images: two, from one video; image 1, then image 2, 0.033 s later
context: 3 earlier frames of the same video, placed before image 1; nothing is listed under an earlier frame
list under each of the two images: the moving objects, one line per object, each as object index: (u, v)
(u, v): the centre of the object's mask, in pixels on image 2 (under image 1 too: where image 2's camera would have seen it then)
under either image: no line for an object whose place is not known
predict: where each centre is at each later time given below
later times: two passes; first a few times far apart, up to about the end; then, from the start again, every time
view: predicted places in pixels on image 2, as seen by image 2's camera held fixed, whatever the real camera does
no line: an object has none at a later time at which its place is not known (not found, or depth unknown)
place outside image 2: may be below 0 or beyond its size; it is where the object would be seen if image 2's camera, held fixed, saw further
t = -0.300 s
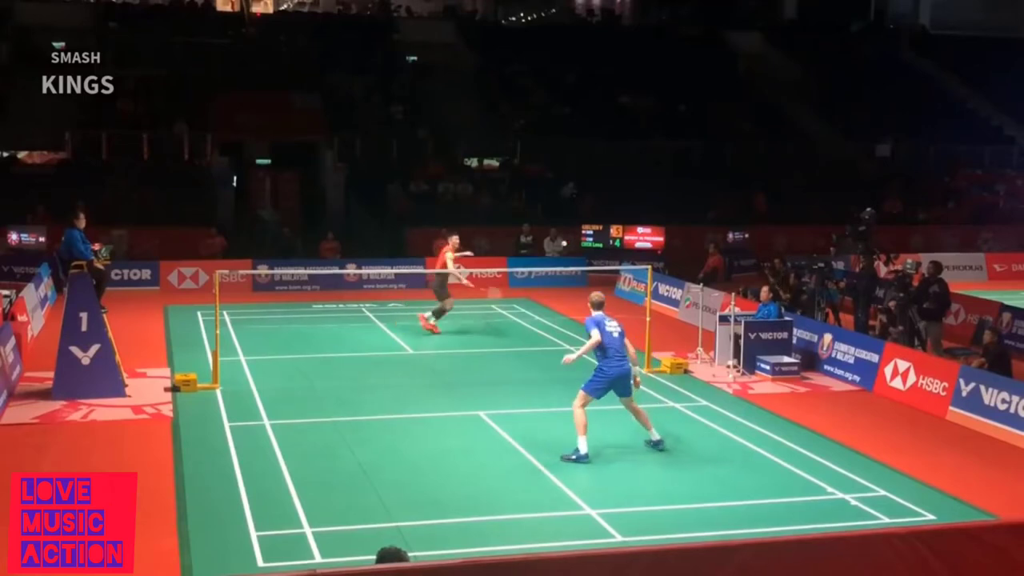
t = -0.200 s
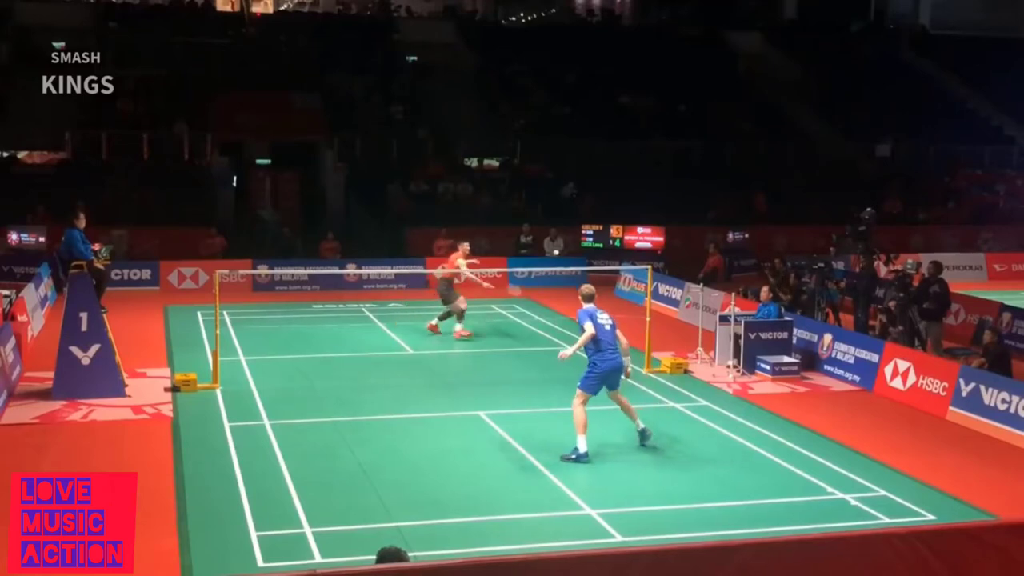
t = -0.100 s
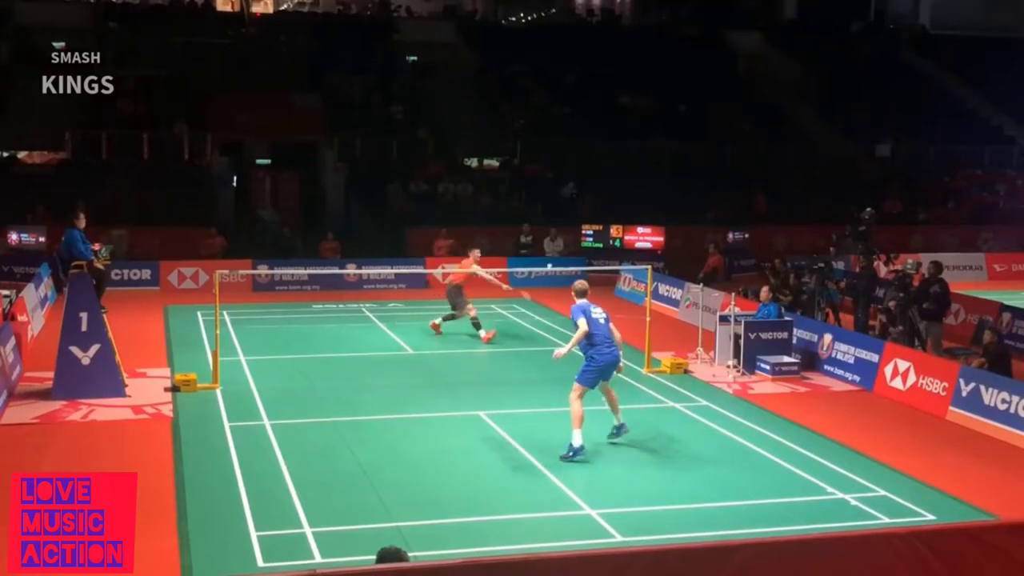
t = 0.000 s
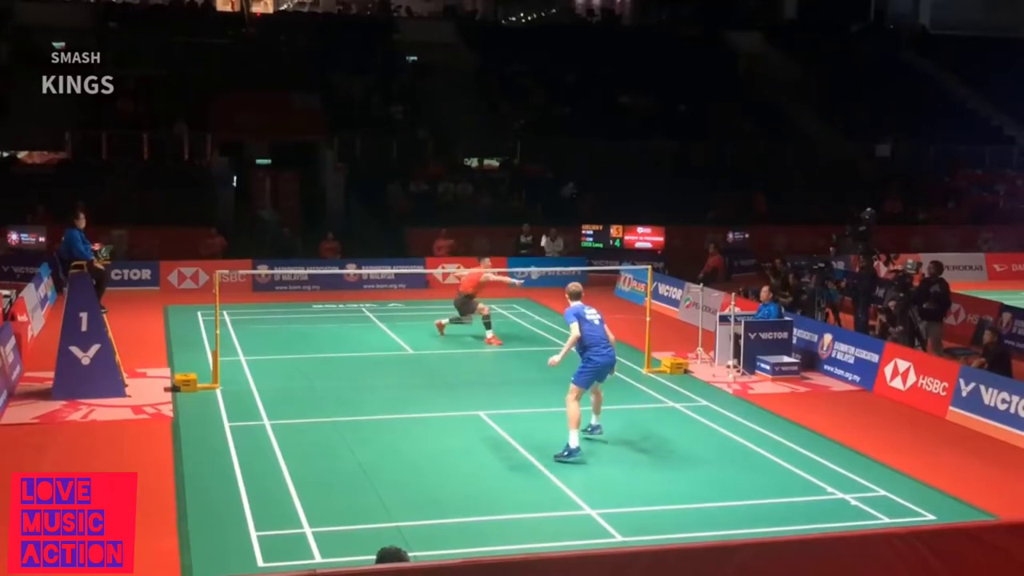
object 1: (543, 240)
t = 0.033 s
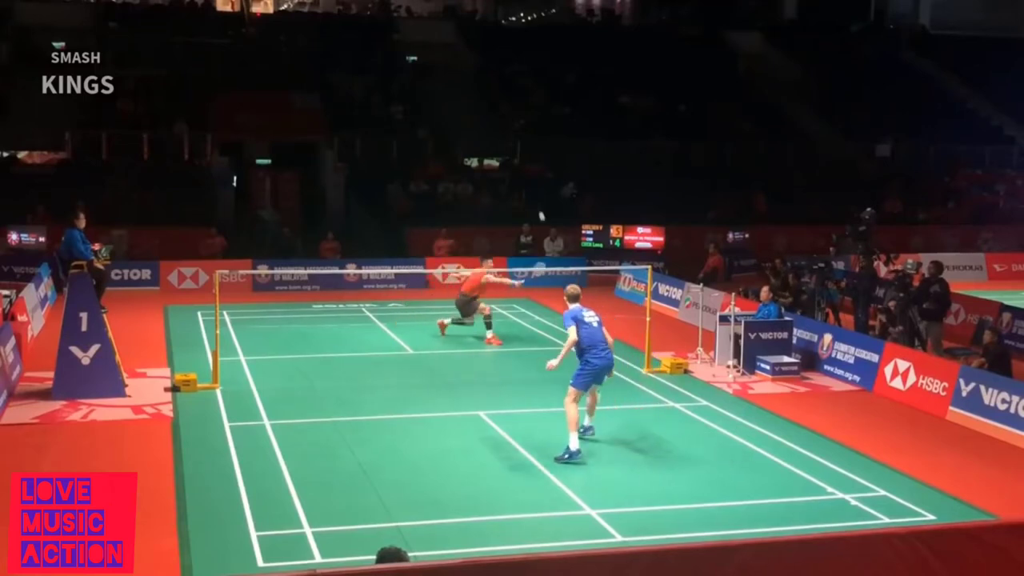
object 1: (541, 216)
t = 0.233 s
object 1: (528, 119)
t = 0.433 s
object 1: (515, 67)
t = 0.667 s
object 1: (498, 51)
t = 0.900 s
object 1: (477, 86)
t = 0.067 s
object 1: (538, 197)
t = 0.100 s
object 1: (537, 178)
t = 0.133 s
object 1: (535, 161)
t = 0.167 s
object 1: (533, 145)
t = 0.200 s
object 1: (530, 131)
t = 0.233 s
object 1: (528, 119)
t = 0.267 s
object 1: (525, 107)
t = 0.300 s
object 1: (524, 97)
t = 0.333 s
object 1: (521, 88)
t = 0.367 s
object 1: (519, 80)
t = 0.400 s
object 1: (517, 72)
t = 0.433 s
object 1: (515, 67)
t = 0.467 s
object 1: (513, 62)
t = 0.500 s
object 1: (511, 58)
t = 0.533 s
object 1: (508, 54)
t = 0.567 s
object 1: (506, 52)
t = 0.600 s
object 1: (503, 51)
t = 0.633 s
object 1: (501, 51)
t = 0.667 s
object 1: (498, 51)
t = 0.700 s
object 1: (495, 53)
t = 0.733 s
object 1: (492, 56)
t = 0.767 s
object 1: (490, 60)
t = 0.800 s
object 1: (486, 65)
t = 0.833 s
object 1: (484, 71)
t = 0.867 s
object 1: (480, 78)
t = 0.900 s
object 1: (477, 86)
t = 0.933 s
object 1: (474, 95)
